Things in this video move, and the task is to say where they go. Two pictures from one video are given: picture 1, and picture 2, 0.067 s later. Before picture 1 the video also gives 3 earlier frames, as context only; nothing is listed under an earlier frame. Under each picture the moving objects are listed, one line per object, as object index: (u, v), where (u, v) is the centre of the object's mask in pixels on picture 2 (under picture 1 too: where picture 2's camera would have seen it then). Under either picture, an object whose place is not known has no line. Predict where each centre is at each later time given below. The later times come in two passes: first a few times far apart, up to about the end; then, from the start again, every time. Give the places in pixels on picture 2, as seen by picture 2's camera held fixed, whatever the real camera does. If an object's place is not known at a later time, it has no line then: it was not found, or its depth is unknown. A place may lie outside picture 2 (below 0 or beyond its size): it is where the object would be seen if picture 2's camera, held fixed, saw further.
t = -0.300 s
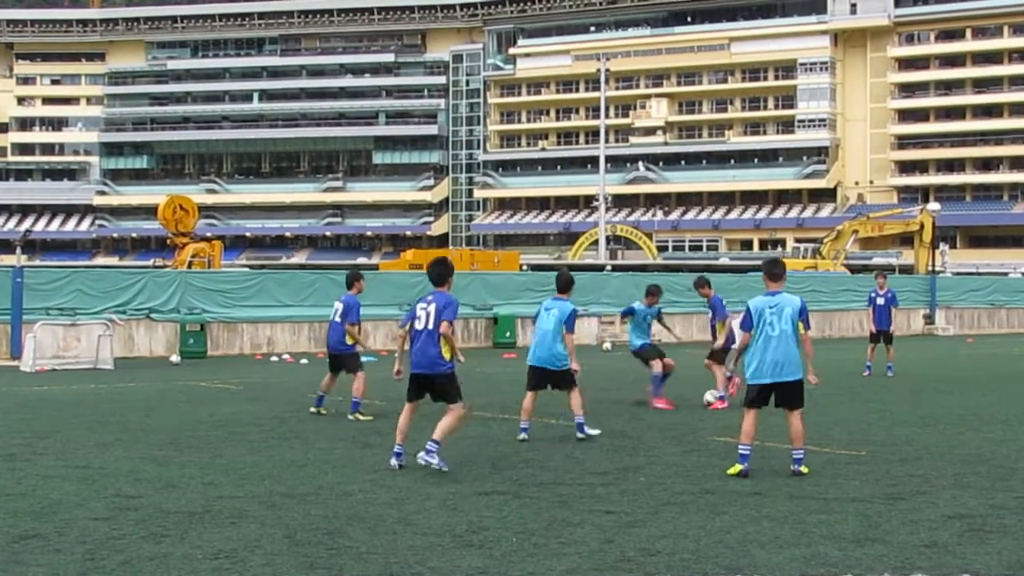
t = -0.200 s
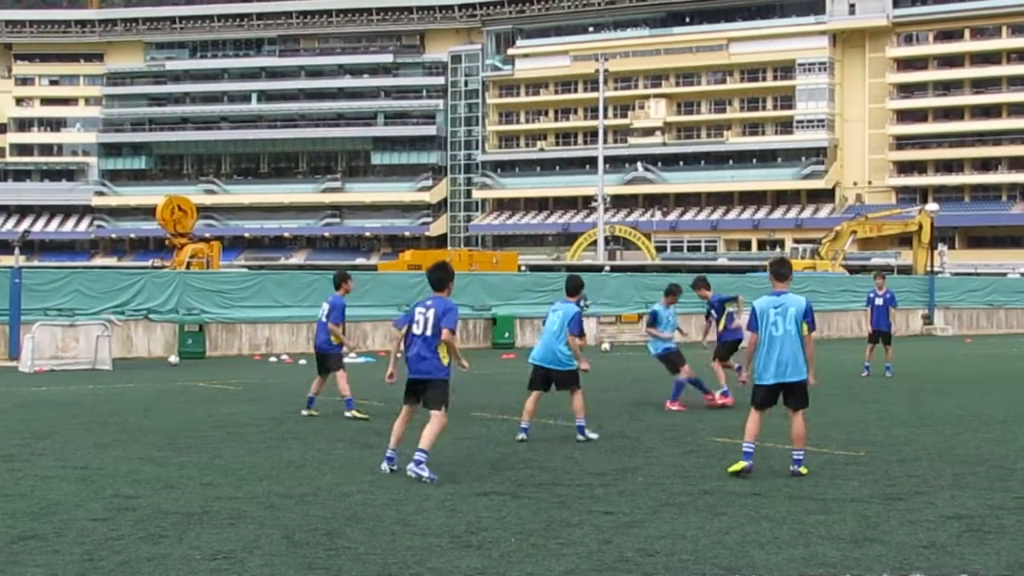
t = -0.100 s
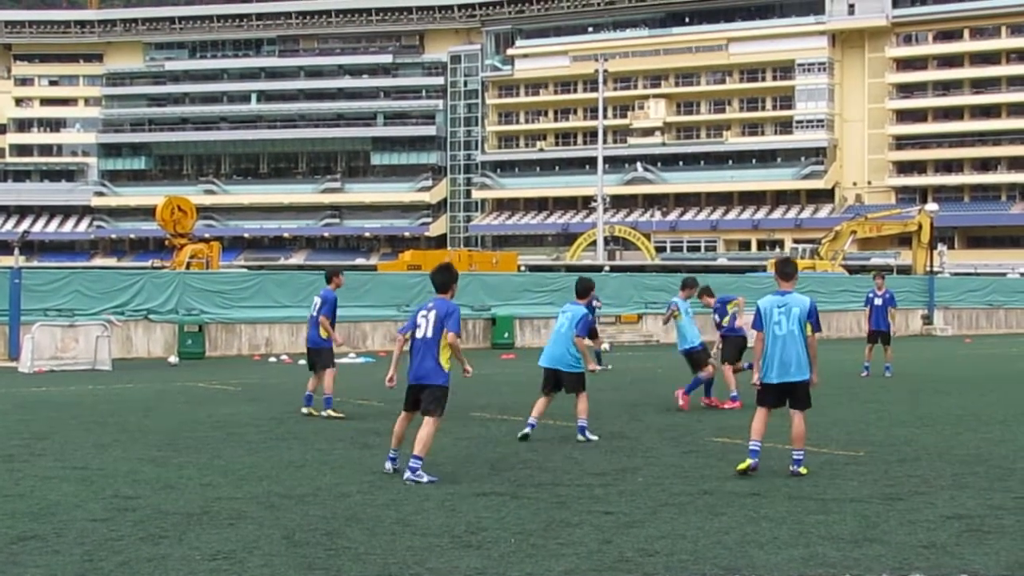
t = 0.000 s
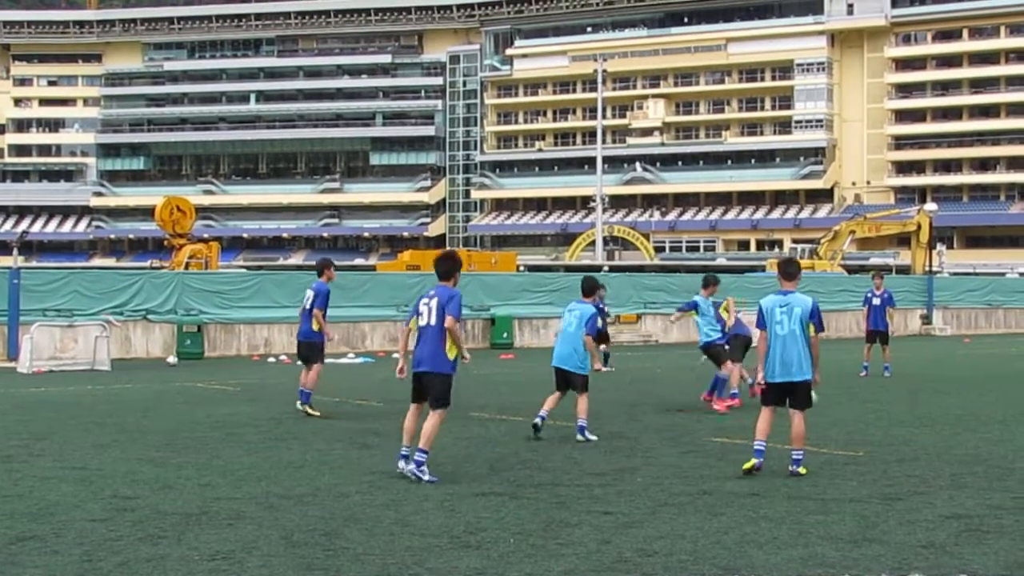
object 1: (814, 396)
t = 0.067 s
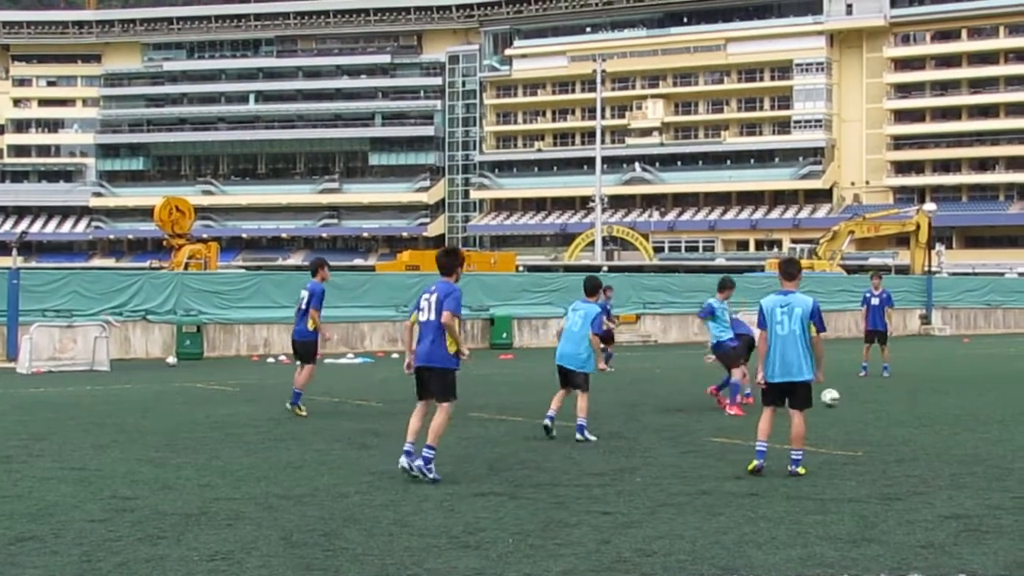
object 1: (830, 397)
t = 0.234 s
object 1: (880, 398)
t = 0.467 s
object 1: (937, 398)
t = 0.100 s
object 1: (842, 398)
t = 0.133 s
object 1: (852, 398)
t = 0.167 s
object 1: (862, 397)
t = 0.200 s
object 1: (871, 397)
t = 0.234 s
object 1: (880, 398)
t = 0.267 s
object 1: (889, 397)
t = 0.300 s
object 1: (898, 397)
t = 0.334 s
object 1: (905, 396)
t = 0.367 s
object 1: (913, 397)
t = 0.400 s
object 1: (921, 398)
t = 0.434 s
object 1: (929, 398)
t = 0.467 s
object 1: (937, 398)
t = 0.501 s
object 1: (946, 398)
